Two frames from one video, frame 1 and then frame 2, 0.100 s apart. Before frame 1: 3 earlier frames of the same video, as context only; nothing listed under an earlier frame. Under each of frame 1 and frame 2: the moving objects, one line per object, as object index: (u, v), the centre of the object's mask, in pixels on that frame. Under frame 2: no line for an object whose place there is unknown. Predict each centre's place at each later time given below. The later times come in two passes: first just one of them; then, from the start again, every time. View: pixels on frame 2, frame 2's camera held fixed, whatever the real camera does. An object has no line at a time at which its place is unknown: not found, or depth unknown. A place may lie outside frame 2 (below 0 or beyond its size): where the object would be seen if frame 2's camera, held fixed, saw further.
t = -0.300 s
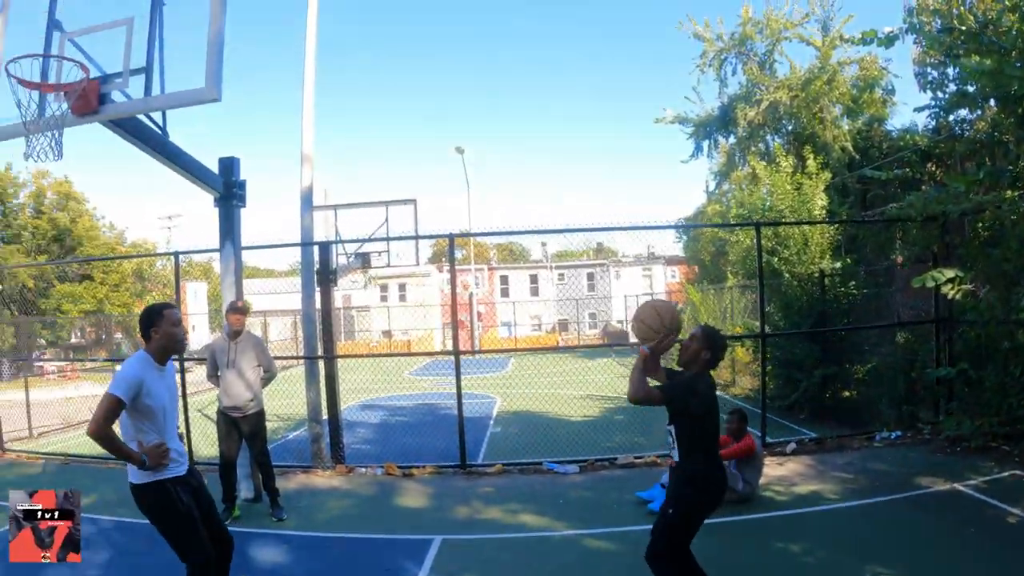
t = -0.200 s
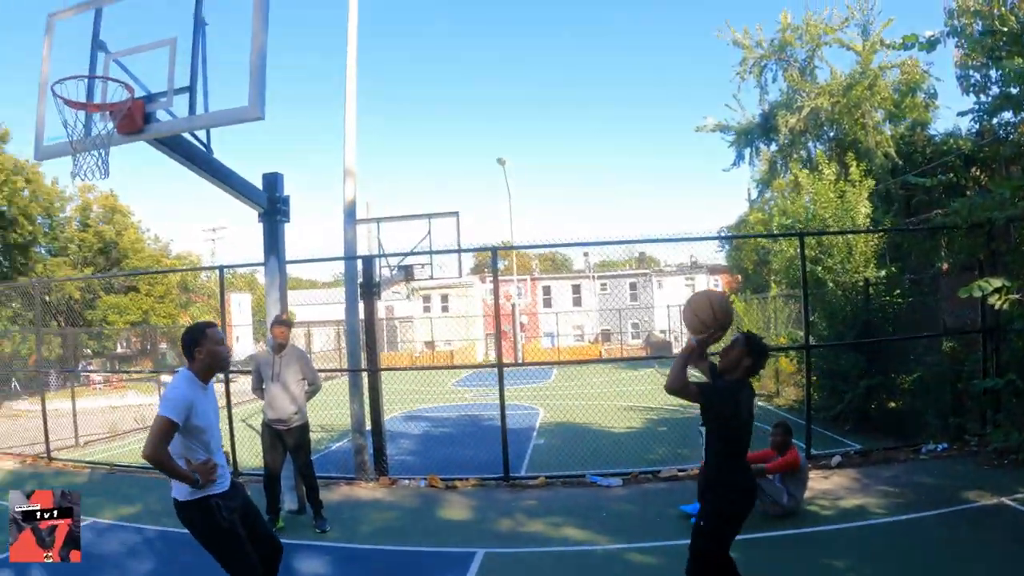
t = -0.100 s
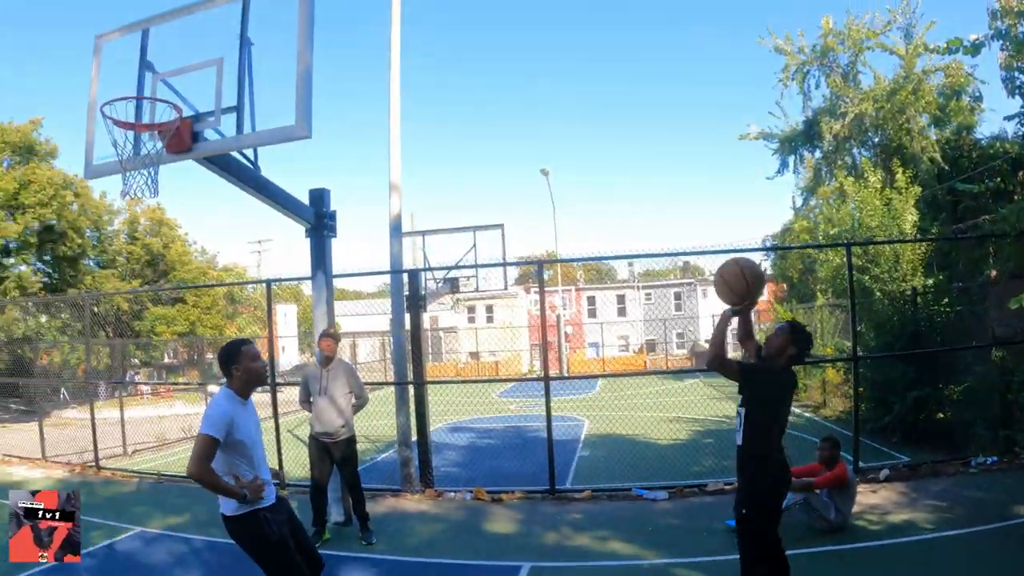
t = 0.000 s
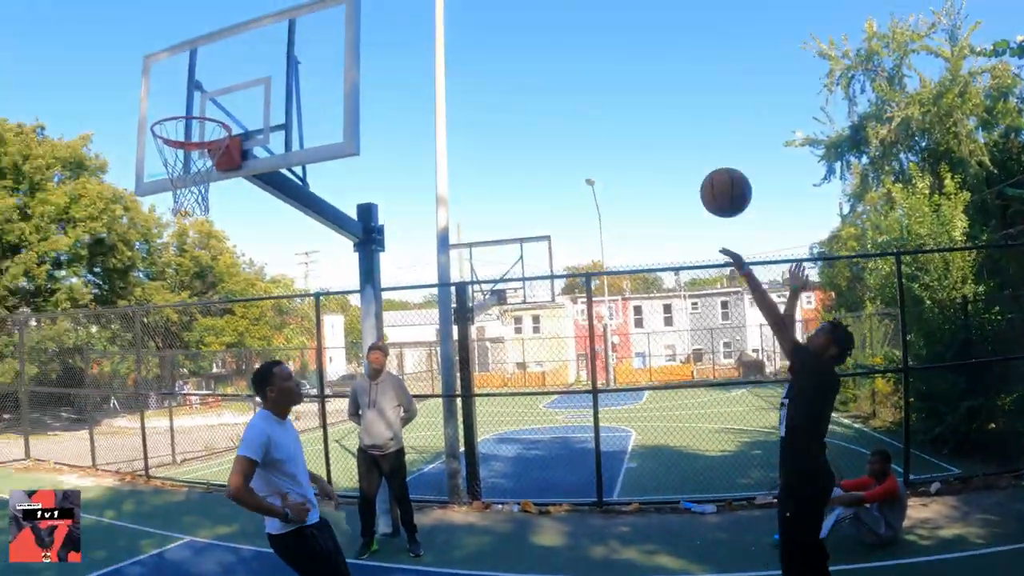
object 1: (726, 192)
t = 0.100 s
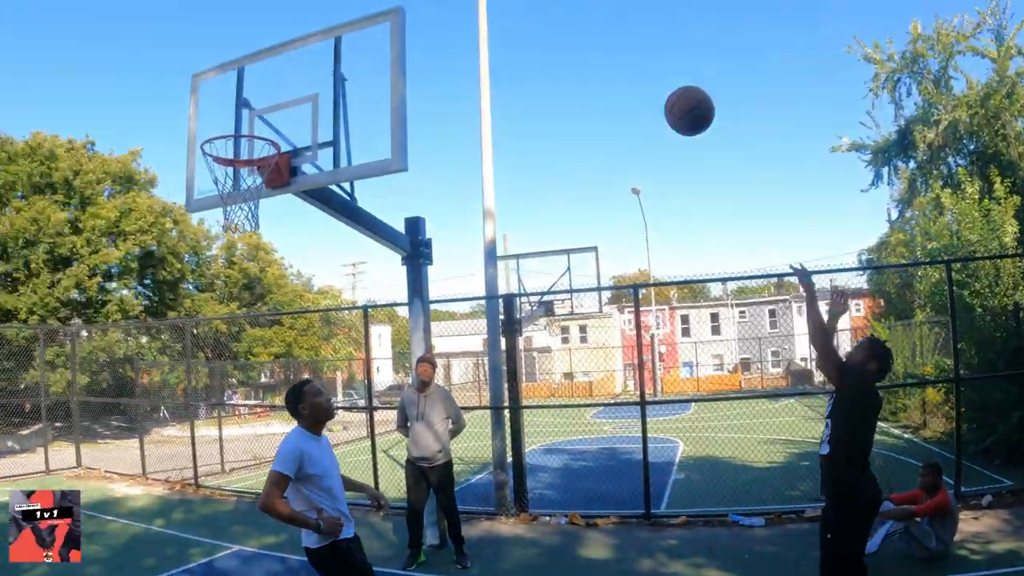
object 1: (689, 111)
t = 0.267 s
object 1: (564, 23)
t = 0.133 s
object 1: (662, 88)
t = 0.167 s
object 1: (637, 67)
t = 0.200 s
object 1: (612, 50)
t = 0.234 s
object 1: (587, 35)
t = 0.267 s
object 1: (564, 23)
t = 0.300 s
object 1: (541, 13)
